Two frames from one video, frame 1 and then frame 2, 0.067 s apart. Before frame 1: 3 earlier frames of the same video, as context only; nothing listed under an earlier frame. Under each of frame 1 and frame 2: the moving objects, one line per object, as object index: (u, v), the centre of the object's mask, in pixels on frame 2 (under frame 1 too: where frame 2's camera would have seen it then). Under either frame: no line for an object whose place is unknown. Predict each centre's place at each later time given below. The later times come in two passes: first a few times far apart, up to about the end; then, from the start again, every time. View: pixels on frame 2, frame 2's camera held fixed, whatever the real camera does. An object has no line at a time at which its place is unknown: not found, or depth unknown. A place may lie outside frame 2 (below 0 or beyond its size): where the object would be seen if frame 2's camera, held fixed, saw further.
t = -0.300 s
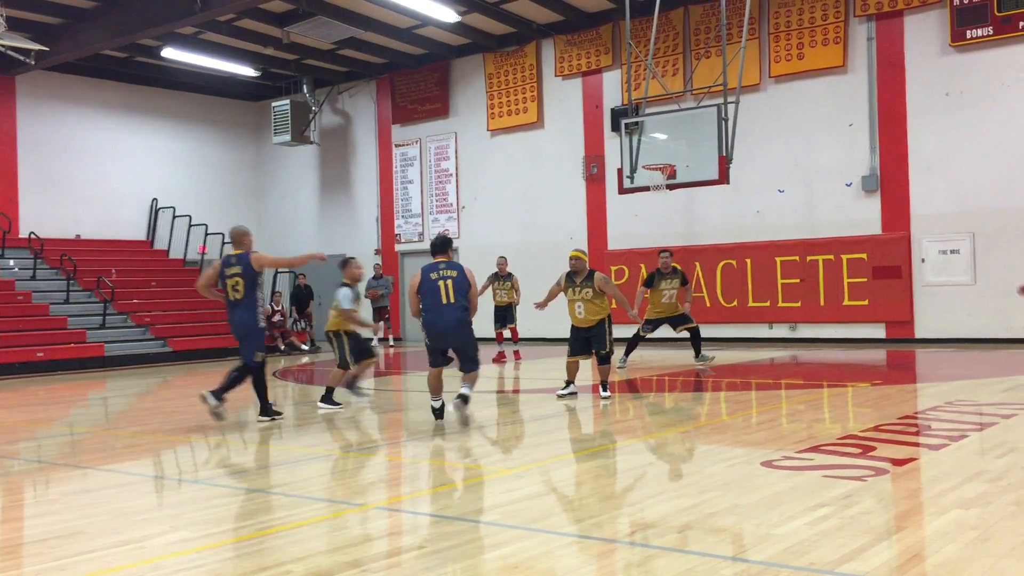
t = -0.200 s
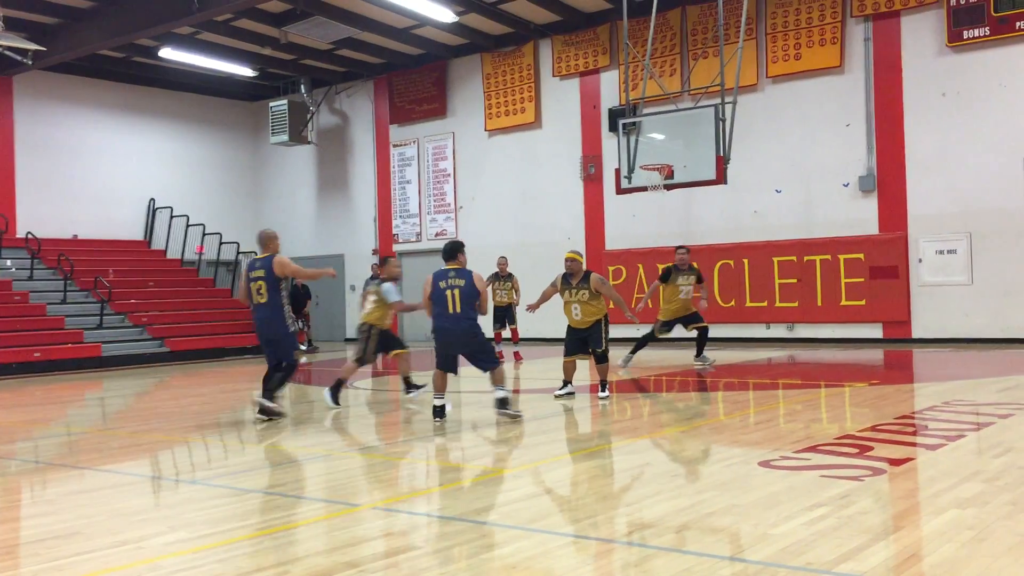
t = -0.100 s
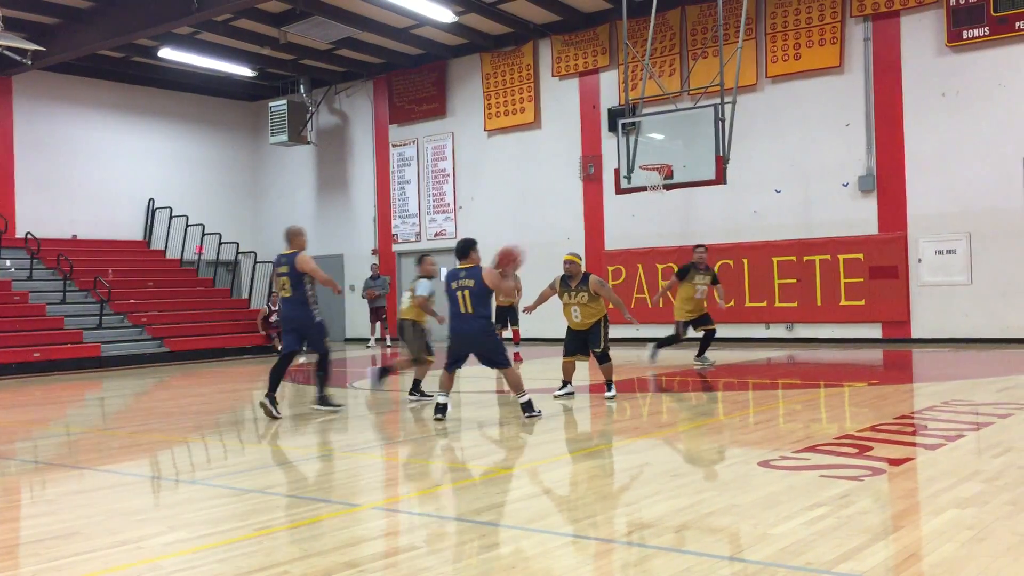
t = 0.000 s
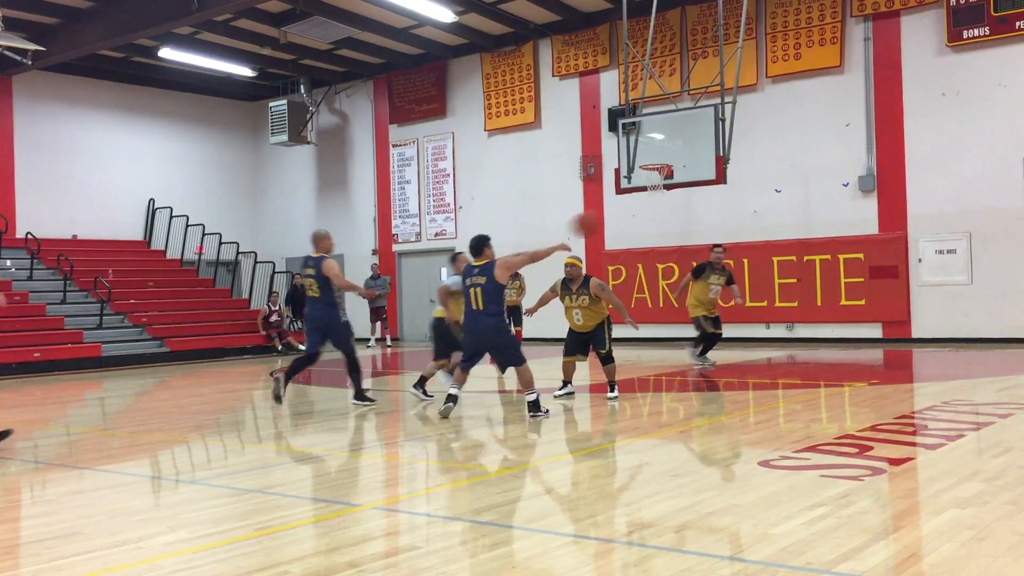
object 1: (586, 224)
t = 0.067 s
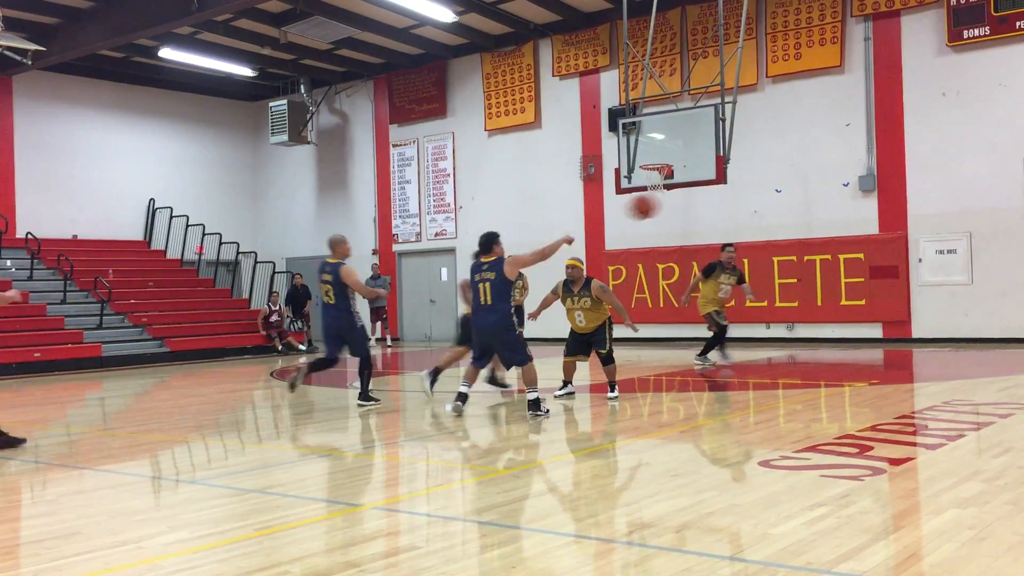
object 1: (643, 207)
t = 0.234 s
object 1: (778, 184)
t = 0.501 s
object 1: (977, 207)
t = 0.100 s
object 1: (671, 199)
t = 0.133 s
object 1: (698, 194)
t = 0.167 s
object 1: (725, 190)
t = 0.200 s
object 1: (751, 186)
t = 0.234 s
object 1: (778, 184)
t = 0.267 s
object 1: (804, 183)
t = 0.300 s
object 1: (829, 184)
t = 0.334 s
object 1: (856, 185)
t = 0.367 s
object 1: (880, 187)
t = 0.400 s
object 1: (904, 190)
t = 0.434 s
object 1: (929, 195)
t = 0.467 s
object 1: (953, 200)
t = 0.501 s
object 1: (977, 207)
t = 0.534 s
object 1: (1001, 215)
